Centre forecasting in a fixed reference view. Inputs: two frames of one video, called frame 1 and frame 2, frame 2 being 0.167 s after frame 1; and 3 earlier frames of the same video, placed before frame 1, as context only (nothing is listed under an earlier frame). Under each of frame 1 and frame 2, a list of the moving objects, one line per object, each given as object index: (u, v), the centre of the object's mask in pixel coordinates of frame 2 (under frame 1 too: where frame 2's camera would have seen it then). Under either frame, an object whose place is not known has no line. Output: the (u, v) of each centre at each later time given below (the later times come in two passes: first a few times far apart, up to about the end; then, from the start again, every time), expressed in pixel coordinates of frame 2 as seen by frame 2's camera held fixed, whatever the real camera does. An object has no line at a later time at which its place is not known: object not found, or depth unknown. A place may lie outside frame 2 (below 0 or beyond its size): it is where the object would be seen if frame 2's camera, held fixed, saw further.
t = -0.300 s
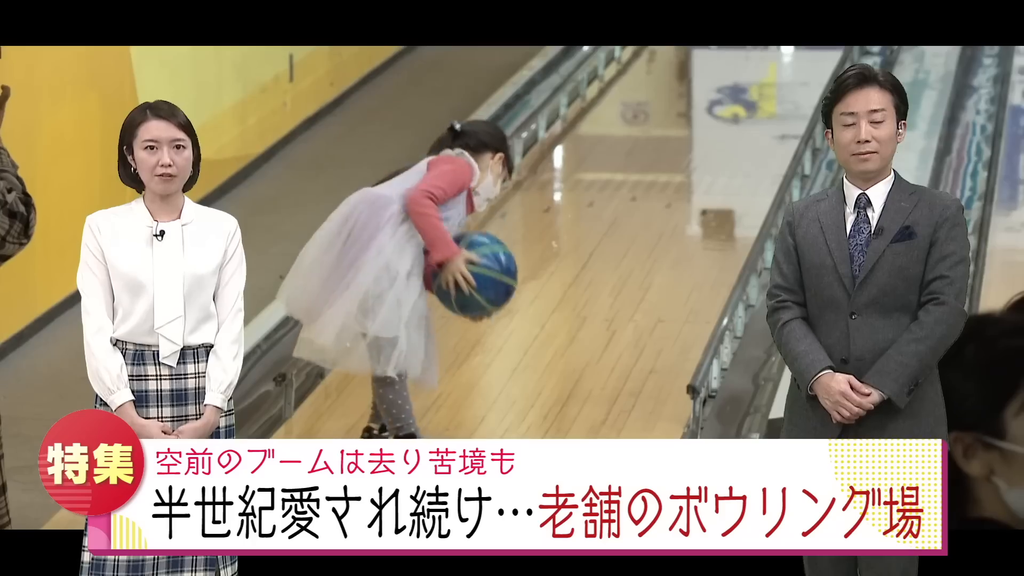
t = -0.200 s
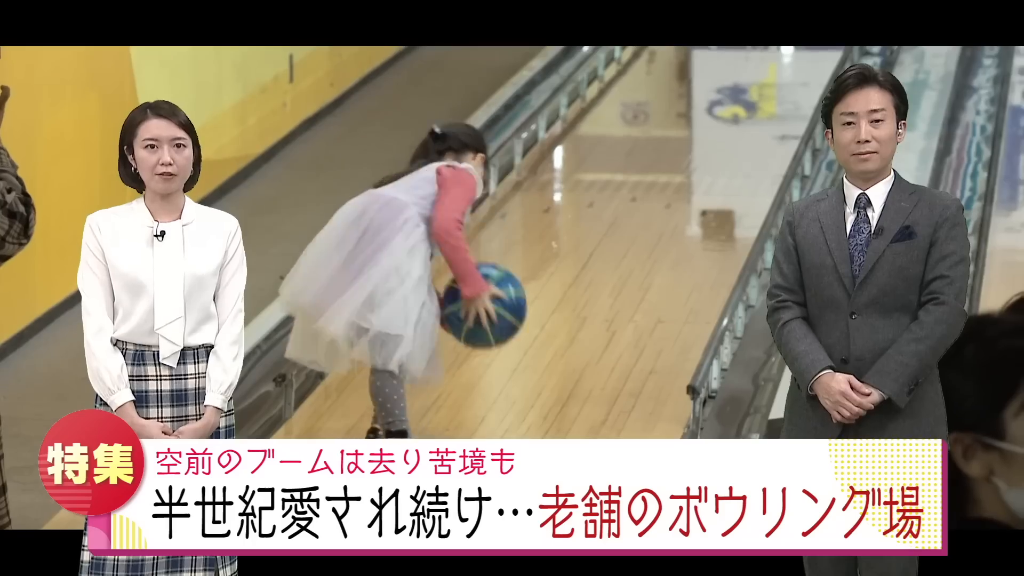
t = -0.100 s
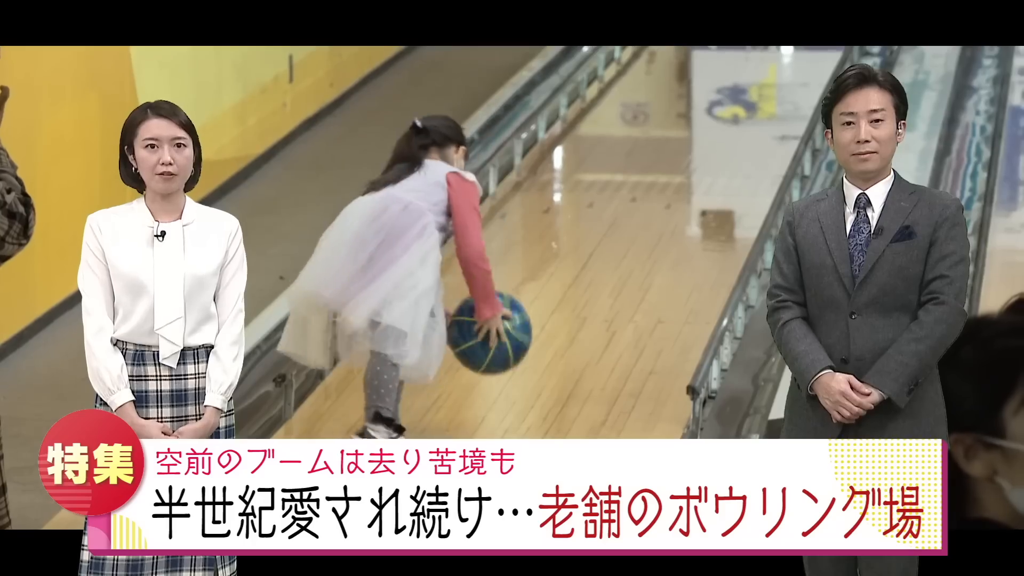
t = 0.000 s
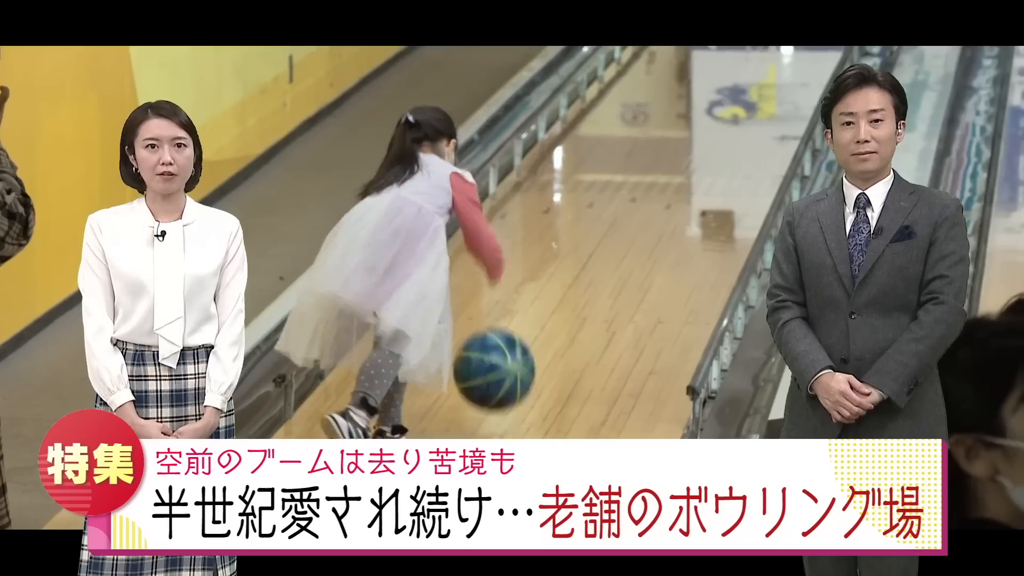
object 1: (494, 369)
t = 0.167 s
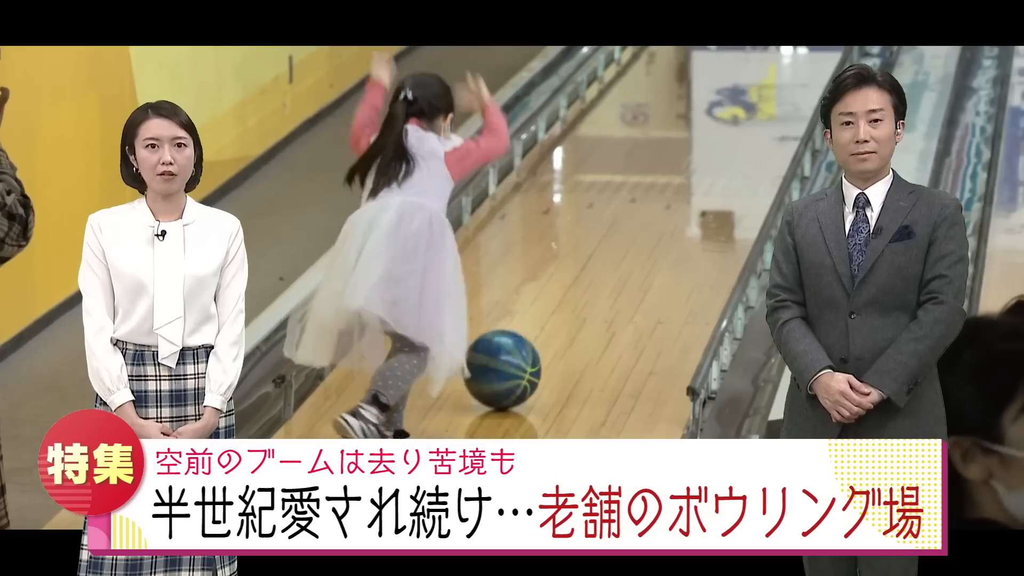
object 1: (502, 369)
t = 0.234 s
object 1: (509, 360)
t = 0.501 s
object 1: (526, 323)
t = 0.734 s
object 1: (537, 293)
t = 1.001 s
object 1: (552, 264)
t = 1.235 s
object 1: (568, 241)
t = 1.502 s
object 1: (585, 218)
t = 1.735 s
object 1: (601, 199)
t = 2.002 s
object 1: (618, 180)
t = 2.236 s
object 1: (633, 164)
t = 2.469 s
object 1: (649, 150)
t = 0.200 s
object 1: (505, 365)
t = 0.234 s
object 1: (509, 360)
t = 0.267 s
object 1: (511, 355)
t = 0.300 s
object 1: (514, 351)
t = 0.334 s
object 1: (515, 346)
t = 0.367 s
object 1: (517, 341)
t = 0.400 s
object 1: (519, 336)
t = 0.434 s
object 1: (521, 332)
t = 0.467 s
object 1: (523, 327)
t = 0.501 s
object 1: (526, 323)
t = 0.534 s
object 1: (527, 318)
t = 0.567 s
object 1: (529, 314)
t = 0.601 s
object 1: (531, 309)
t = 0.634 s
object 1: (533, 305)
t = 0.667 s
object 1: (534, 301)
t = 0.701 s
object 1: (536, 297)
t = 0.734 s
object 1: (537, 293)
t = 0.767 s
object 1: (538, 289)
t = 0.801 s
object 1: (539, 286)
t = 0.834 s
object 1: (542, 282)
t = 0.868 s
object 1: (543, 278)
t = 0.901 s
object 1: (545, 275)
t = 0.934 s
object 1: (548, 271)
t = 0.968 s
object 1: (550, 268)
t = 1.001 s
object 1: (552, 264)
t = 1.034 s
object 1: (554, 261)
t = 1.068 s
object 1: (556, 258)
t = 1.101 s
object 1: (559, 254)
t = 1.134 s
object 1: (561, 251)
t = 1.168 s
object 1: (563, 248)
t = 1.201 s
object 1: (565, 244)
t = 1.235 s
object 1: (568, 241)
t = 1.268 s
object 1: (570, 238)
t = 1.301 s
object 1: (572, 235)
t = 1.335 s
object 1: (574, 232)
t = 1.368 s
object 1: (576, 229)
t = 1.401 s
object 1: (579, 226)
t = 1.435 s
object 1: (581, 224)
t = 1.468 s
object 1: (583, 221)
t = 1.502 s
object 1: (585, 218)
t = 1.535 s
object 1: (587, 215)
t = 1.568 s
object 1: (590, 213)
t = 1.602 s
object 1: (592, 210)
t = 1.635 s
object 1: (594, 207)
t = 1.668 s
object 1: (596, 205)
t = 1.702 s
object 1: (598, 202)
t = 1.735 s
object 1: (601, 199)
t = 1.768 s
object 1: (603, 197)
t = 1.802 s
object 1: (605, 194)
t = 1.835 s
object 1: (607, 192)
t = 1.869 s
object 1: (610, 189)
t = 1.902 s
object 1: (612, 187)
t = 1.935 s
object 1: (614, 185)
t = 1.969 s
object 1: (616, 182)
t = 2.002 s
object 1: (618, 180)
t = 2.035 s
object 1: (620, 177)
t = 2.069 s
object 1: (622, 175)
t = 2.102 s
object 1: (624, 173)
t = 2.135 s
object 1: (627, 171)
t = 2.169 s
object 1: (629, 169)
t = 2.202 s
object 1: (631, 166)
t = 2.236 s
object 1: (633, 164)
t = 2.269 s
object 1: (635, 162)
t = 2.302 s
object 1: (637, 160)
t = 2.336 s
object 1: (640, 158)
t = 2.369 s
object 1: (642, 156)
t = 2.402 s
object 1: (644, 154)
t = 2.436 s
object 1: (646, 152)
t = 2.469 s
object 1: (649, 150)
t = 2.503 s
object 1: (651, 148)
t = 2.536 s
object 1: (653, 146)
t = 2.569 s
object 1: (655, 144)
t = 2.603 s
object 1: (658, 143)
